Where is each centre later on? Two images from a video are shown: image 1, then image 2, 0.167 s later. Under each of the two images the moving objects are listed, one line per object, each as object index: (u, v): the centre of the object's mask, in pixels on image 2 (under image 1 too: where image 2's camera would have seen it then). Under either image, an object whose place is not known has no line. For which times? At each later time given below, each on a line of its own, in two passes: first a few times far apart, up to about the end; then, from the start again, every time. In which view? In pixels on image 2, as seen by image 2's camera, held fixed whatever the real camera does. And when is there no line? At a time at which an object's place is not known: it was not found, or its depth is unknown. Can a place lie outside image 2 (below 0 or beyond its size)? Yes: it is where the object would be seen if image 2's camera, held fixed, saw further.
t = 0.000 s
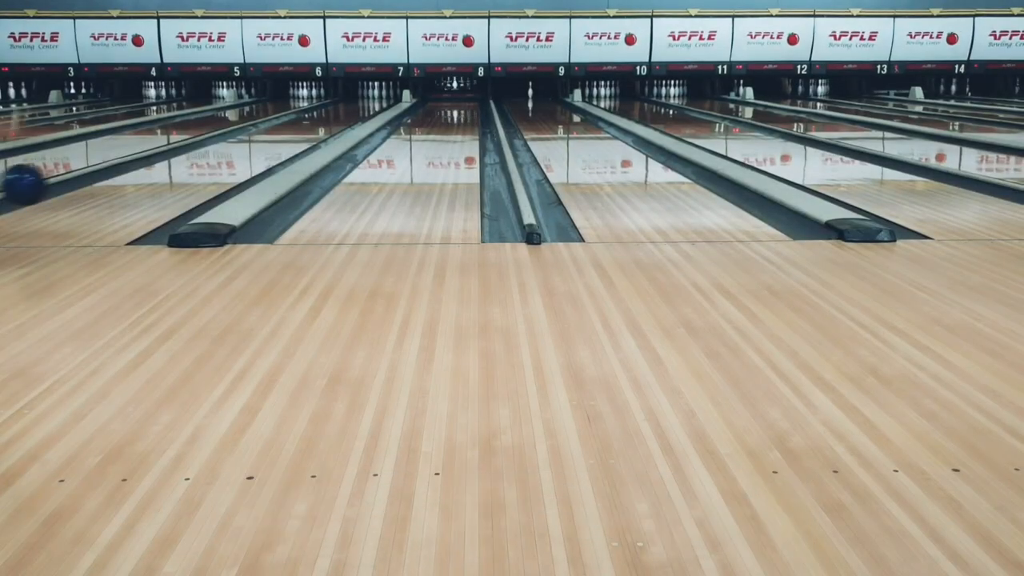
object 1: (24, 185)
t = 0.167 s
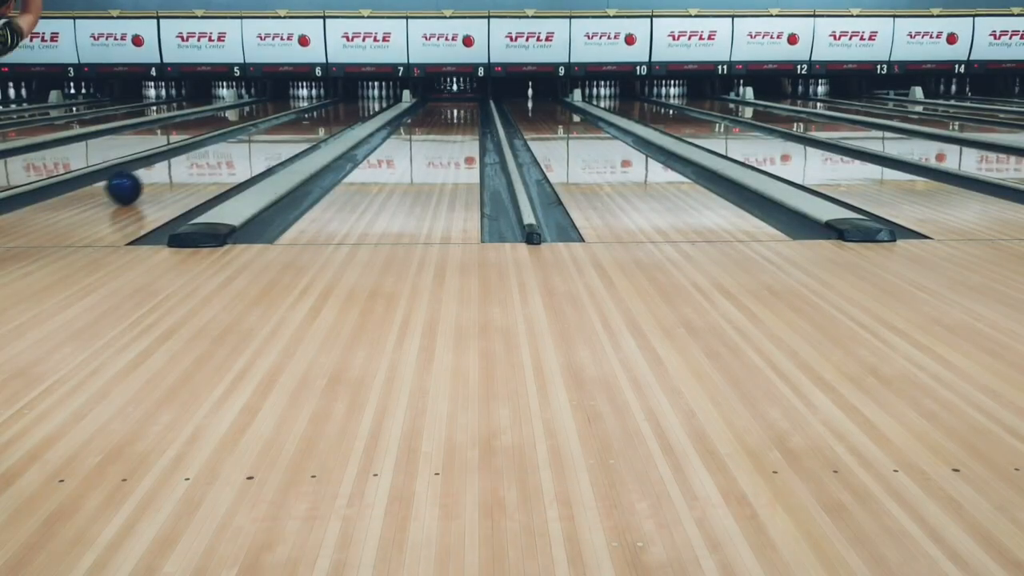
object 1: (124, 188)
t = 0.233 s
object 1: (152, 177)
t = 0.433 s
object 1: (218, 157)
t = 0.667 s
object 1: (269, 139)
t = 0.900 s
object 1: (305, 128)
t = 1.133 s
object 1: (331, 120)
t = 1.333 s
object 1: (347, 113)
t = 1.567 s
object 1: (362, 108)
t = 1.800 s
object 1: (372, 104)
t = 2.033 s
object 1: (377, 100)
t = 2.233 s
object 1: (380, 97)
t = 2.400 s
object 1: (380, 96)
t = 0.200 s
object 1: (139, 181)
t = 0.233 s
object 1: (152, 177)
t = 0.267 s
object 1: (165, 173)
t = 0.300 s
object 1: (178, 170)
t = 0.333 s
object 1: (189, 166)
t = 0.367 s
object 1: (199, 163)
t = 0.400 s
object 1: (209, 159)
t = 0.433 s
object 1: (218, 157)
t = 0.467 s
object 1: (226, 154)
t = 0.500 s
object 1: (234, 151)
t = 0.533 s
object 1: (243, 148)
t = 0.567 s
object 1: (249, 146)
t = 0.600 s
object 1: (256, 144)
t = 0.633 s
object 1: (263, 141)
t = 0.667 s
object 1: (269, 139)
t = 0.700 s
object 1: (275, 138)
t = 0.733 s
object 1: (281, 136)
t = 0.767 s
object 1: (286, 134)
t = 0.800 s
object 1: (291, 133)
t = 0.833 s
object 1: (296, 131)
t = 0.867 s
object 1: (301, 130)
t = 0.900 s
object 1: (305, 128)
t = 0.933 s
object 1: (309, 126)
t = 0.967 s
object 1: (313, 126)
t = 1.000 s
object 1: (317, 124)
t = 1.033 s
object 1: (321, 123)
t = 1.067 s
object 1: (324, 122)
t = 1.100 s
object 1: (327, 121)
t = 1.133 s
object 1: (331, 120)
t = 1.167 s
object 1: (334, 119)
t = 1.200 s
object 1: (337, 117)
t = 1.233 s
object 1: (339, 116)
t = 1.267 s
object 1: (342, 115)
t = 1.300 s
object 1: (344, 114)
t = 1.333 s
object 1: (347, 113)
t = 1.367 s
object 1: (349, 112)
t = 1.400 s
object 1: (352, 111)
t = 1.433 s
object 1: (354, 111)
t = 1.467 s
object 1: (357, 110)
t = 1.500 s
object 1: (359, 109)
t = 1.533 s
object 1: (360, 109)
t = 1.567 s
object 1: (362, 108)
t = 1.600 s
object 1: (364, 108)
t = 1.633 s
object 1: (365, 107)
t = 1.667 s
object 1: (367, 107)
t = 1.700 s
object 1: (368, 106)
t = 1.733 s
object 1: (369, 105)
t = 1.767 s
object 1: (371, 105)
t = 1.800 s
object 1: (372, 104)
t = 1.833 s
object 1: (373, 103)
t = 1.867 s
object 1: (374, 103)
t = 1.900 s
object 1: (375, 103)
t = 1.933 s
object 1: (376, 101)
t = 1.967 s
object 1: (376, 101)
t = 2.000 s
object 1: (377, 101)
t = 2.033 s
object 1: (377, 100)
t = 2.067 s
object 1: (378, 100)
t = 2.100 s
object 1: (379, 99)
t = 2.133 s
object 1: (379, 99)
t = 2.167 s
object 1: (379, 98)
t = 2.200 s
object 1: (380, 98)
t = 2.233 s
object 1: (380, 97)
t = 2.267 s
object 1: (380, 97)
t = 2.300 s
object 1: (380, 97)
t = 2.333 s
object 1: (380, 96)
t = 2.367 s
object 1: (380, 96)
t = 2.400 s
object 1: (380, 96)
